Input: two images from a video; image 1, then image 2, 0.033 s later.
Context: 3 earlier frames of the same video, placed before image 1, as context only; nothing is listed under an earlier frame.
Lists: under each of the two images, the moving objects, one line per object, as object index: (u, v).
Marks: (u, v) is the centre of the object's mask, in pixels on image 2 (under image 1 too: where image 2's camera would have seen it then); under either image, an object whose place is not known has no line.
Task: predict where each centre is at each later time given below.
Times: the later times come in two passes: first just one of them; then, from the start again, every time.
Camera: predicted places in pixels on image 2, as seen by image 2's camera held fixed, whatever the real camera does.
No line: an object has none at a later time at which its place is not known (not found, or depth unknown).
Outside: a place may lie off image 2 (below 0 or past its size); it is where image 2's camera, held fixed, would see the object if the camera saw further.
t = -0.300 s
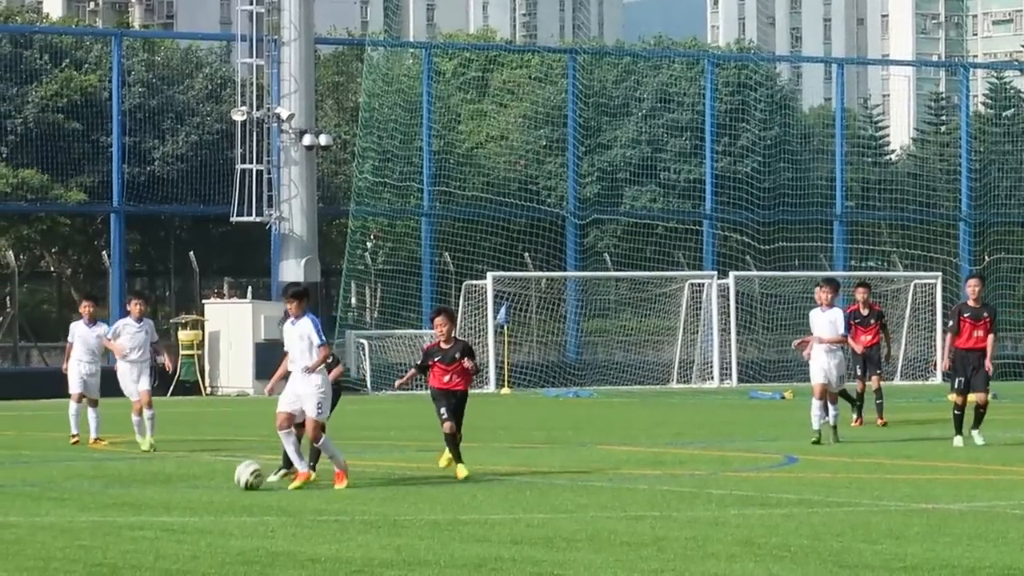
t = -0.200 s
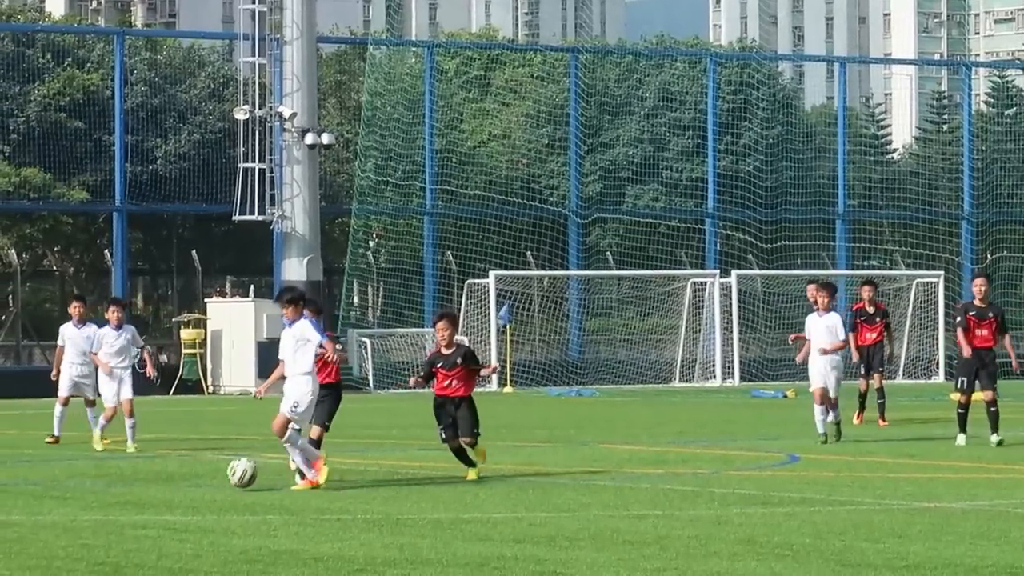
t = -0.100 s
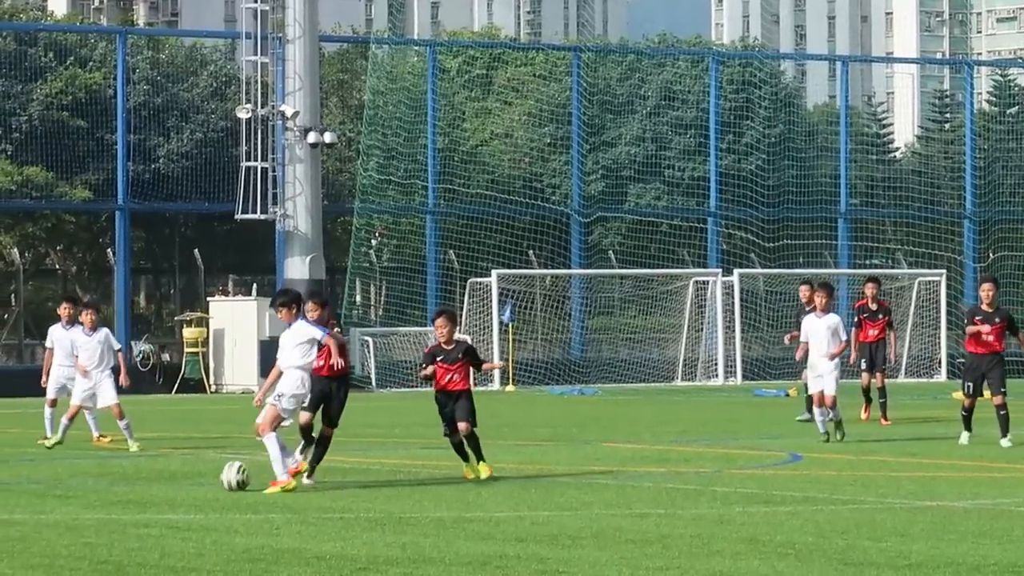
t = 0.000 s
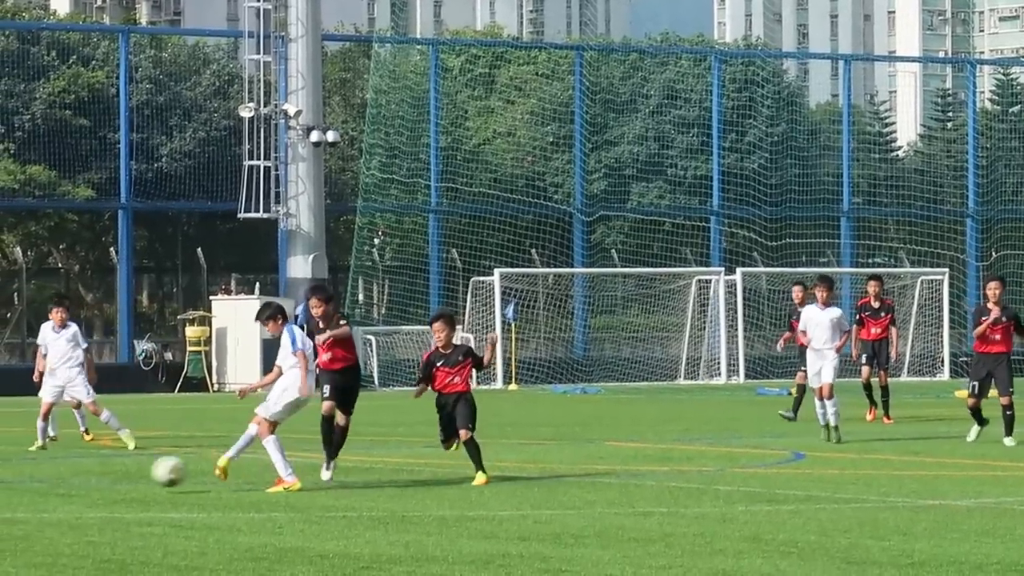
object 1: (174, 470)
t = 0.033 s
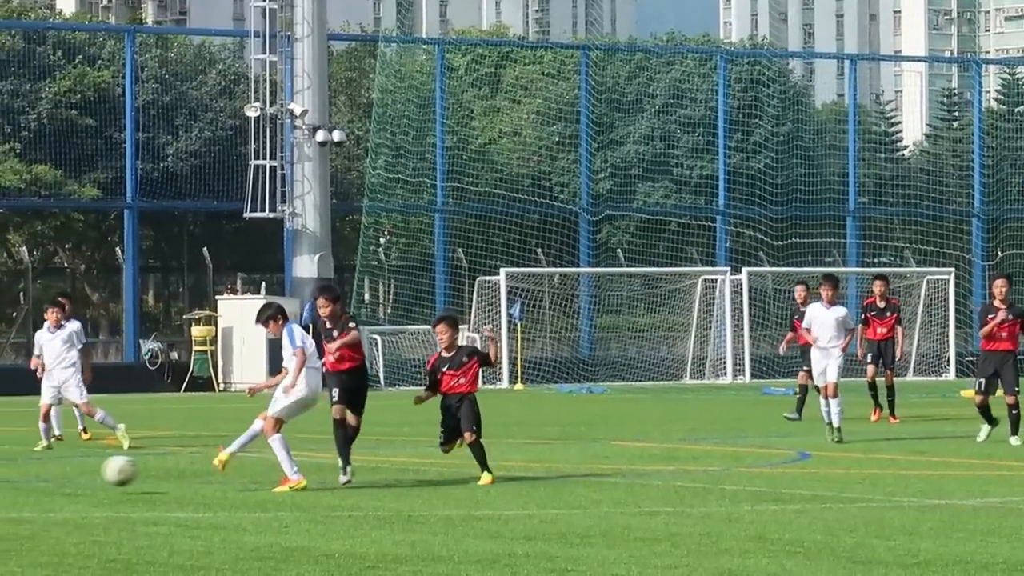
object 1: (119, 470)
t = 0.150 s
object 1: (-69, 484)
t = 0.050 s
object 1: (91, 471)
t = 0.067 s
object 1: (63, 472)
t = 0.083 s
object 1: (34, 474)
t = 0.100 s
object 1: (6, 476)
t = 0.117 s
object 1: (-23, 479)
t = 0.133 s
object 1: (-47, 481)
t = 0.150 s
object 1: (-69, 484)
